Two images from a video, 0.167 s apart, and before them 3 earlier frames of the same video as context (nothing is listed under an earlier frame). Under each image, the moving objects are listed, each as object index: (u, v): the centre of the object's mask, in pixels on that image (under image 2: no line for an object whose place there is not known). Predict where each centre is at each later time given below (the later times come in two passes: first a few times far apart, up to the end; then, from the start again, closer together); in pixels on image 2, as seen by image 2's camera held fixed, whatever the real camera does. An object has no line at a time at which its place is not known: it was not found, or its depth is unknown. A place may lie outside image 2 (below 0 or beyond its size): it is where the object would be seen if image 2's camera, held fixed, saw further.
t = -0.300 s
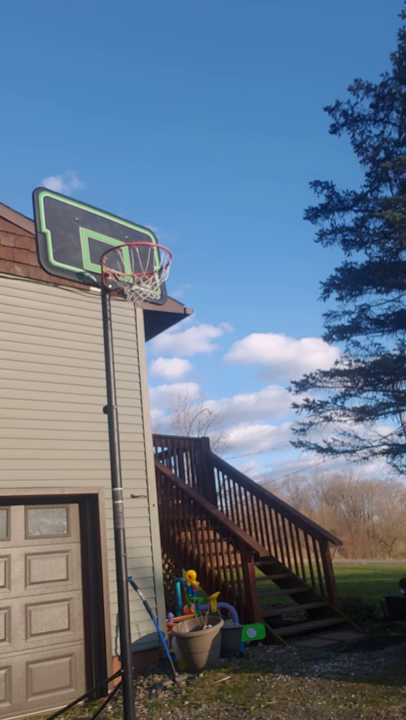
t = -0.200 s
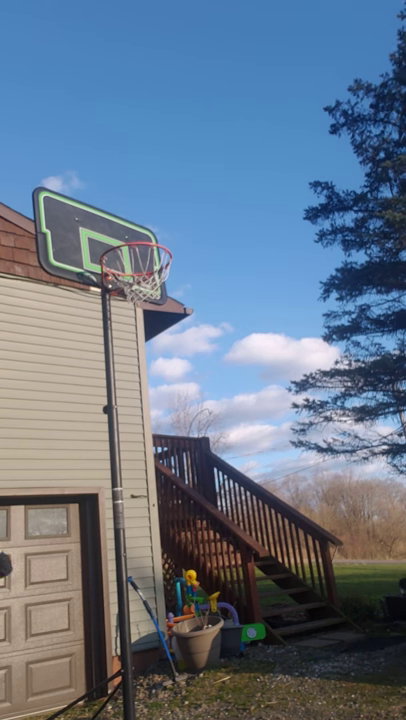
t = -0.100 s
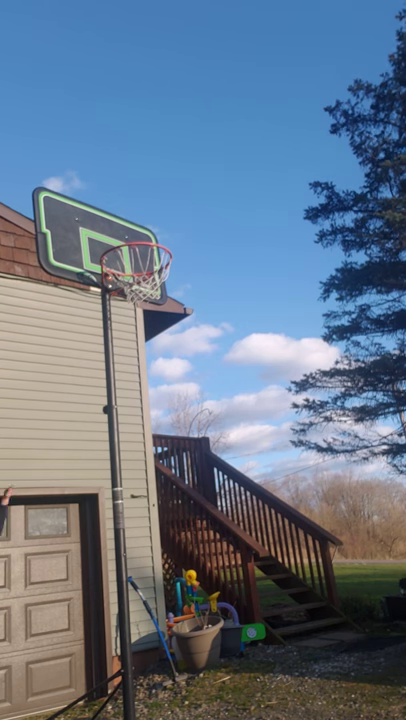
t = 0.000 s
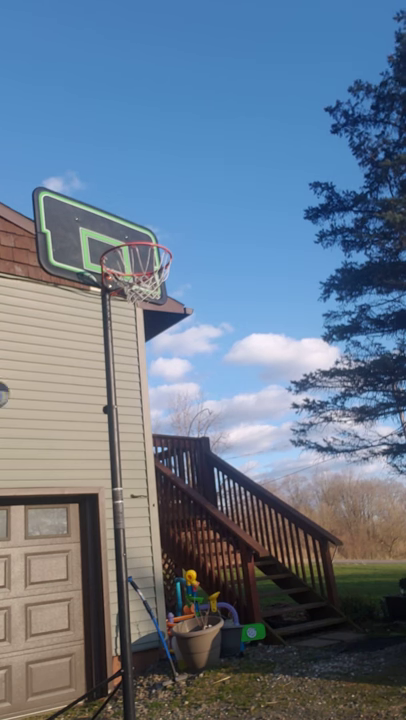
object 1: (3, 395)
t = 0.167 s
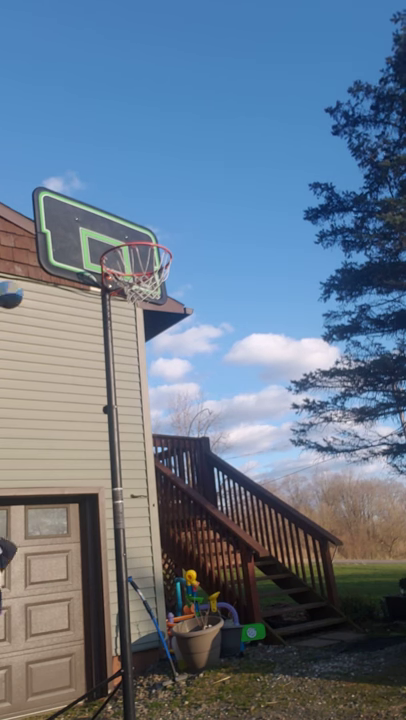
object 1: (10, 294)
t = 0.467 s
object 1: (31, 184)
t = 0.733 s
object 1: (66, 165)
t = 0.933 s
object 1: (97, 204)
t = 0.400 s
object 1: (24, 203)
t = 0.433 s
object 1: (26, 194)
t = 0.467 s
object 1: (31, 184)
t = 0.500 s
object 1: (37, 178)
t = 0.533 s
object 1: (41, 174)
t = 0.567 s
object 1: (45, 170)
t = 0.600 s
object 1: (49, 166)
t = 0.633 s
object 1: (53, 164)
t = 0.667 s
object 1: (57, 163)
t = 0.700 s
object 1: (62, 163)
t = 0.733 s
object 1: (66, 165)
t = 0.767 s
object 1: (70, 167)
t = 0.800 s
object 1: (75, 171)
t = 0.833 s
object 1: (80, 177)
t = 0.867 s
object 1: (86, 185)
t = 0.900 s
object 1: (91, 193)
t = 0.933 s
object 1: (97, 204)
